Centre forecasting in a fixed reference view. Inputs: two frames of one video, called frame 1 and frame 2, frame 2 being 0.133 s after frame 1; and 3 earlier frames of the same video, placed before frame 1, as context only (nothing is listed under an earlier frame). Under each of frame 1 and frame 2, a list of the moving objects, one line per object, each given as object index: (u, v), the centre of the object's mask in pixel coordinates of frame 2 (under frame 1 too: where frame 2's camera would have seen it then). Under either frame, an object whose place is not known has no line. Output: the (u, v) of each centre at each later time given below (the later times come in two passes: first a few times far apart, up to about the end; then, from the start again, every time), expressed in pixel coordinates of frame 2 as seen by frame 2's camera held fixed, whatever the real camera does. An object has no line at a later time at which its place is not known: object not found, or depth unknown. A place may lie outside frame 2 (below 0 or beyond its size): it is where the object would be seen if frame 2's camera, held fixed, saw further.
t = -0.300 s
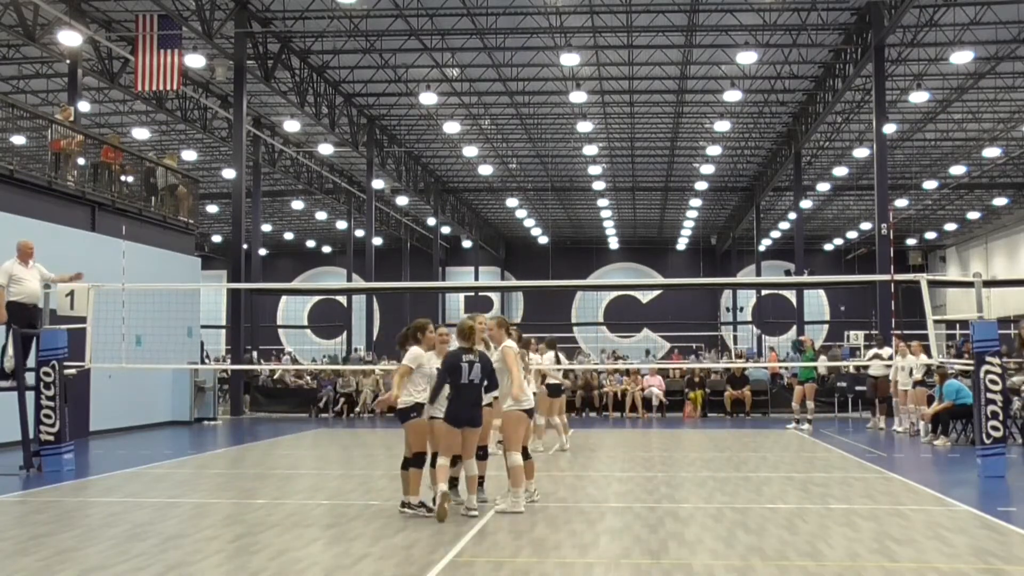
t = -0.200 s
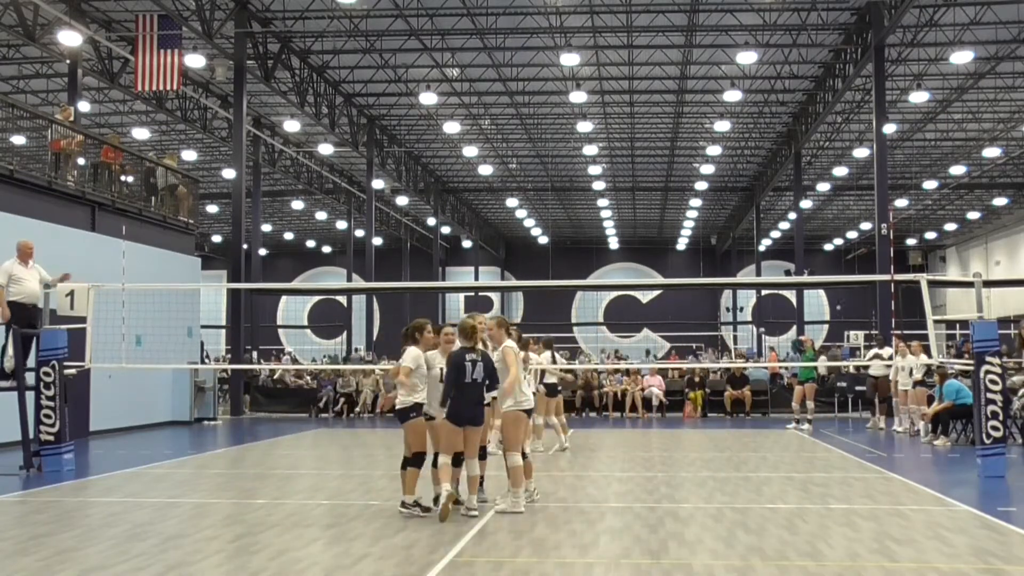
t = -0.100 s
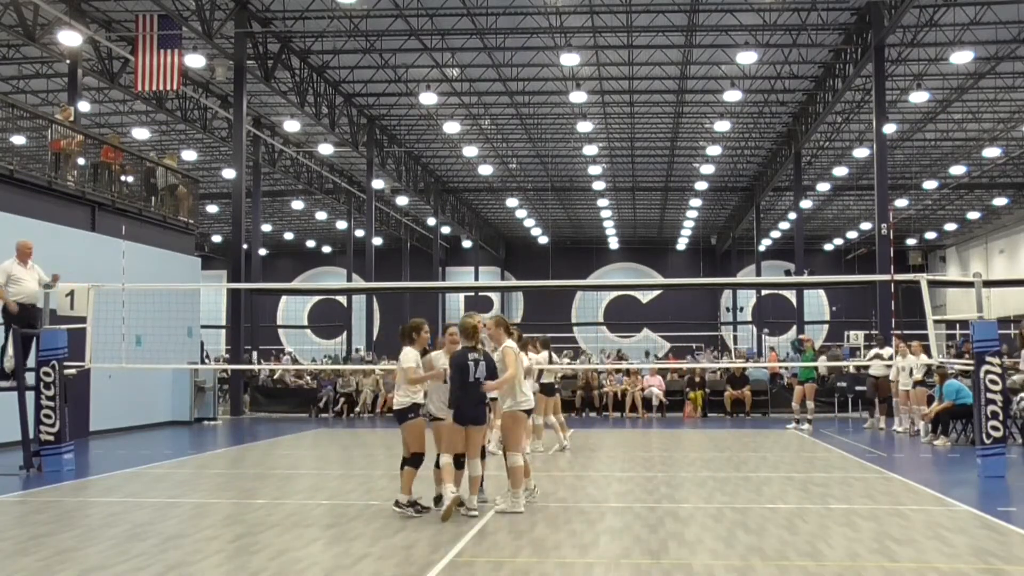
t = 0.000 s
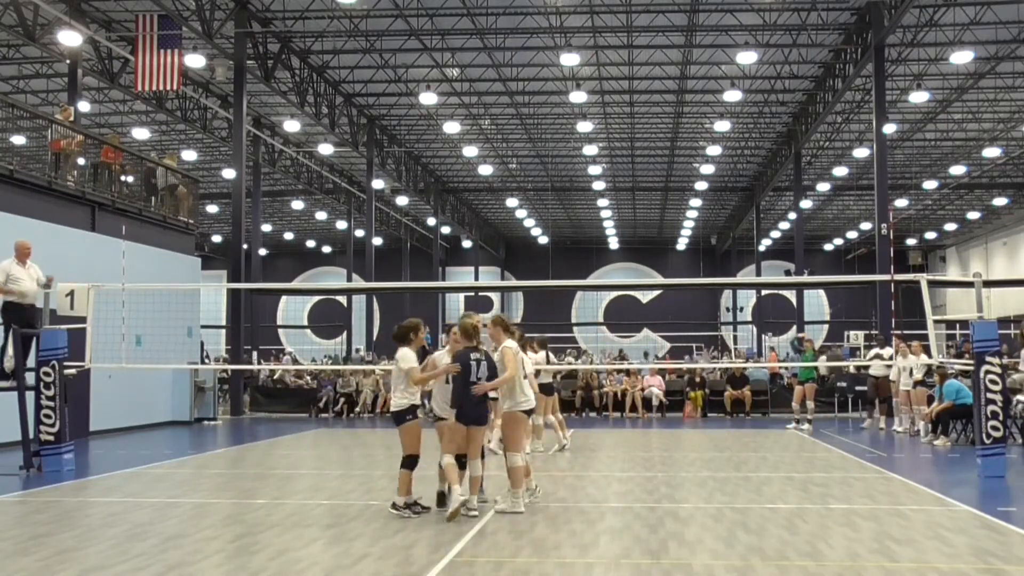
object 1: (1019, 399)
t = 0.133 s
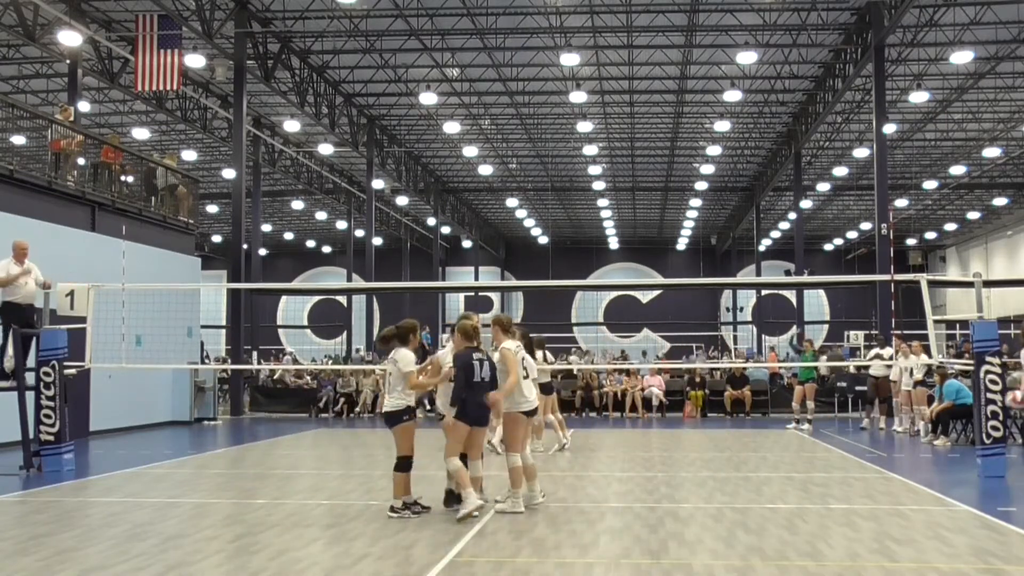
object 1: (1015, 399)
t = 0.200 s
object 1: (1011, 402)
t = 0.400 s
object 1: (1000, 435)
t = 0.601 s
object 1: (990, 468)
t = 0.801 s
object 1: (977, 437)
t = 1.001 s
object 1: (967, 447)
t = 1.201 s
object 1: (954, 499)
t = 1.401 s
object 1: (941, 467)
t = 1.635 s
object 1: (925, 488)
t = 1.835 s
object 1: (910, 497)
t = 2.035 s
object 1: (893, 498)
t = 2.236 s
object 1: (877, 519)
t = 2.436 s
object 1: (860, 519)
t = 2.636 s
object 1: (841, 535)
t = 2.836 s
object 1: (821, 556)
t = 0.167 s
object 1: (1012, 400)
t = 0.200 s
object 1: (1011, 402)
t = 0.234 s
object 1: (1010, 405)
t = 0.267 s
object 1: (1007, 408)
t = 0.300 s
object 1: (1006, 414)
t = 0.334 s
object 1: (1004, 419)
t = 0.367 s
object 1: (1003, 427)
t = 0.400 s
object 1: (1000, 435)
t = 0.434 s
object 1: (1000, 445)
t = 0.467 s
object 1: (997, 456)
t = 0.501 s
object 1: (996, 468)
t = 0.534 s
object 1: (994, 482)
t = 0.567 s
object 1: (991, 477)
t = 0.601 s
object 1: (990, 468)
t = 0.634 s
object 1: (987, 460)
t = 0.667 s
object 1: (985, 454)
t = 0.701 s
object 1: (983, 447)
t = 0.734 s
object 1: (981, 443)
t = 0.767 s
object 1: (980, 440)
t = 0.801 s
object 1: (977, 437)
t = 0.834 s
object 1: (975, 436)
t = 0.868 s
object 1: (973, 435)
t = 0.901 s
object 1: (971, 437)
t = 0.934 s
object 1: (969, 439)
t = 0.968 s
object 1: (968, 443)
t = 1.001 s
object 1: (967, 447)
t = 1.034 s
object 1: (964, 453)
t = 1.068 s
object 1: (962, 461)
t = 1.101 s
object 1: (960, 470)
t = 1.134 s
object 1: (958, 478)
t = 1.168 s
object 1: (956, 490)
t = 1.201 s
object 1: (954, 499)
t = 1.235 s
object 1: (952, 491)
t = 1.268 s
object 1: (950, 484)
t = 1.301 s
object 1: (948, 478)
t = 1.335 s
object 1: (945, 473)
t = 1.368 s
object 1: (943, 470)
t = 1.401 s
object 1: (941, 467)
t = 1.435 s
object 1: (939, 466)
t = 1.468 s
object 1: (936, 466)
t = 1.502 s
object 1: (934, 467)
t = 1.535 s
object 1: (932, 469)
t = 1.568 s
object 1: (930, 474)
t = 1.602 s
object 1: (927, 480)
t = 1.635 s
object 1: (925, 488)
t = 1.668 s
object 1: (923, 496)
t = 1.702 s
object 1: (920, 507)
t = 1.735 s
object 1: (918, 515)
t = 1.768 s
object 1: (915, 506)
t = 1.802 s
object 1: (912, 501)
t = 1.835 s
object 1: (910, 497)
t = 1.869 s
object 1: (907, 493)
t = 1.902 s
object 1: (904, 491)
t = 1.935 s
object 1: (901, 491)
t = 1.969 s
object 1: (899, 492)
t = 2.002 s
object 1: (896, 493)
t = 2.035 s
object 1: (893, 498)
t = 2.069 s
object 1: (891, 502)
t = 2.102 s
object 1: (889, 510)
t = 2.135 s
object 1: (886, 519)
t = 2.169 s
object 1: (883, 529)
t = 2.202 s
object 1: (880, 525)
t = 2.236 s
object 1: (877, 519)
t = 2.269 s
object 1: (874, 516)
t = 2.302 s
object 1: (872, 513)
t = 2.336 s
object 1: (869, 512)
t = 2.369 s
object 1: (866, 513)
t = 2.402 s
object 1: (863, 515)
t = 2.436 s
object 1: (860, 519)
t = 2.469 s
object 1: (858, 525)
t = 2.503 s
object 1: (854, 532)
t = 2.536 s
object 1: (851, 544)
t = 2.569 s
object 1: (847, 541)
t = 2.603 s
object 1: (845, 538)
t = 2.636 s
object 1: (841, 535)
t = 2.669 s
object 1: (837, 534)
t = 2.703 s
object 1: (834, 534)
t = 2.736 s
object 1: (831, 536)
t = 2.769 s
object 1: (828, 541)
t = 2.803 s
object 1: (824, 548)
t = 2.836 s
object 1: (821, 556)
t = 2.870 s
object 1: (817, 557)
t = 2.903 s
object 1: (813, 554)
